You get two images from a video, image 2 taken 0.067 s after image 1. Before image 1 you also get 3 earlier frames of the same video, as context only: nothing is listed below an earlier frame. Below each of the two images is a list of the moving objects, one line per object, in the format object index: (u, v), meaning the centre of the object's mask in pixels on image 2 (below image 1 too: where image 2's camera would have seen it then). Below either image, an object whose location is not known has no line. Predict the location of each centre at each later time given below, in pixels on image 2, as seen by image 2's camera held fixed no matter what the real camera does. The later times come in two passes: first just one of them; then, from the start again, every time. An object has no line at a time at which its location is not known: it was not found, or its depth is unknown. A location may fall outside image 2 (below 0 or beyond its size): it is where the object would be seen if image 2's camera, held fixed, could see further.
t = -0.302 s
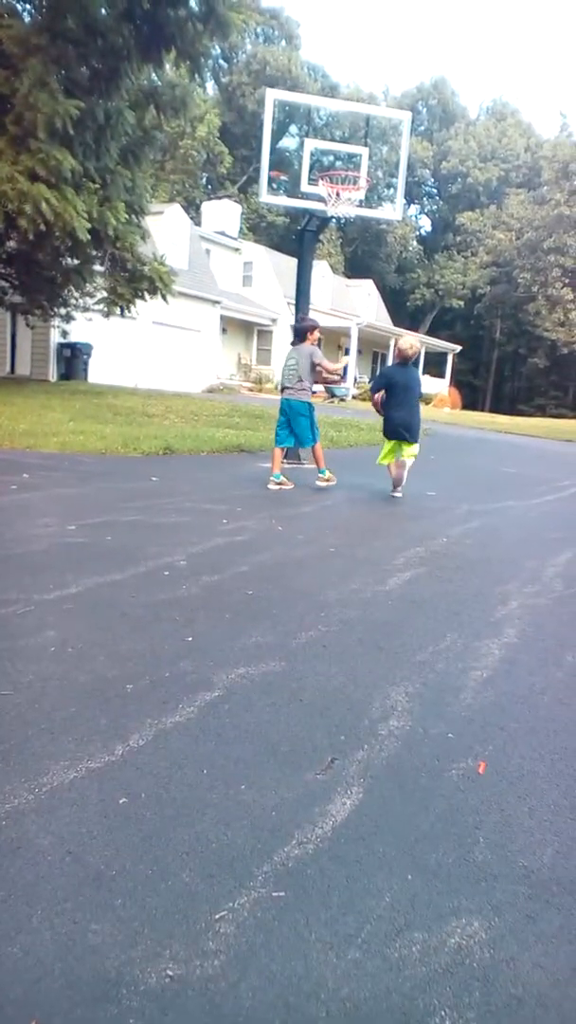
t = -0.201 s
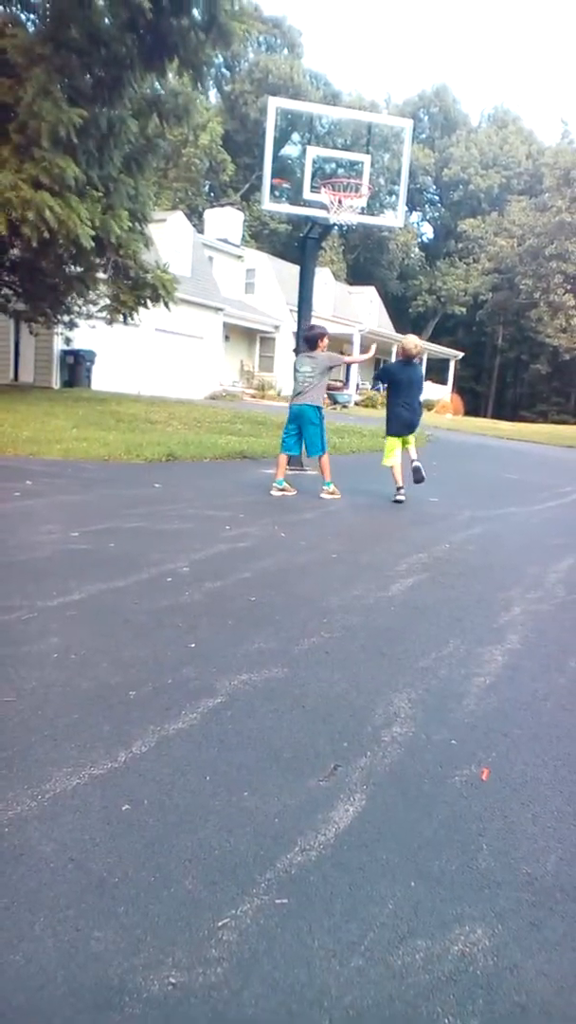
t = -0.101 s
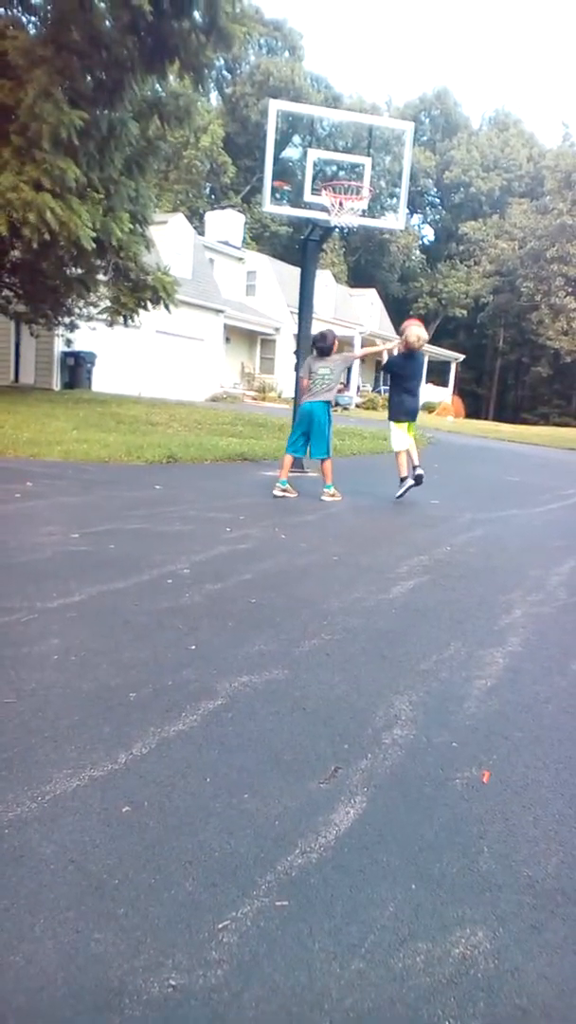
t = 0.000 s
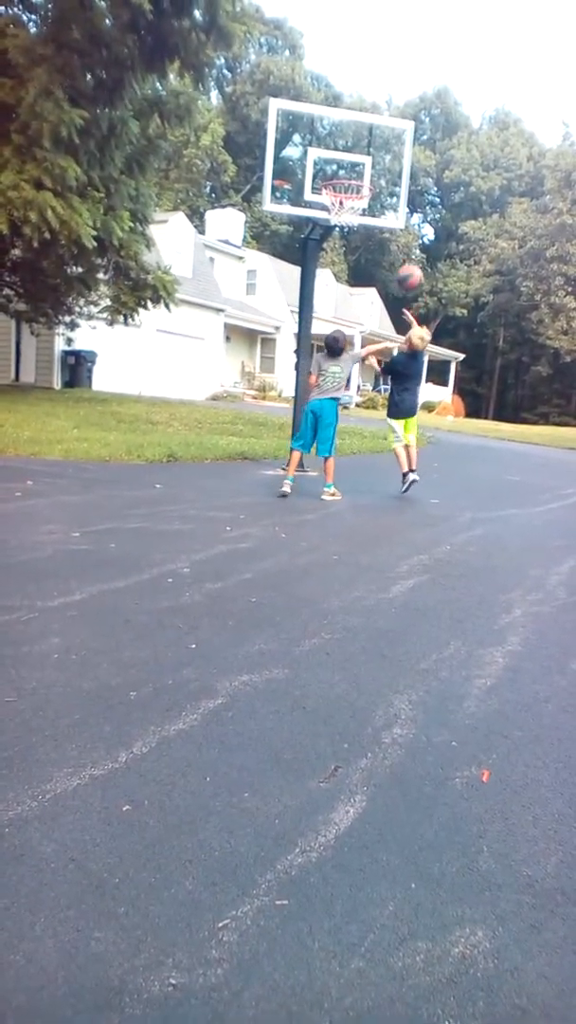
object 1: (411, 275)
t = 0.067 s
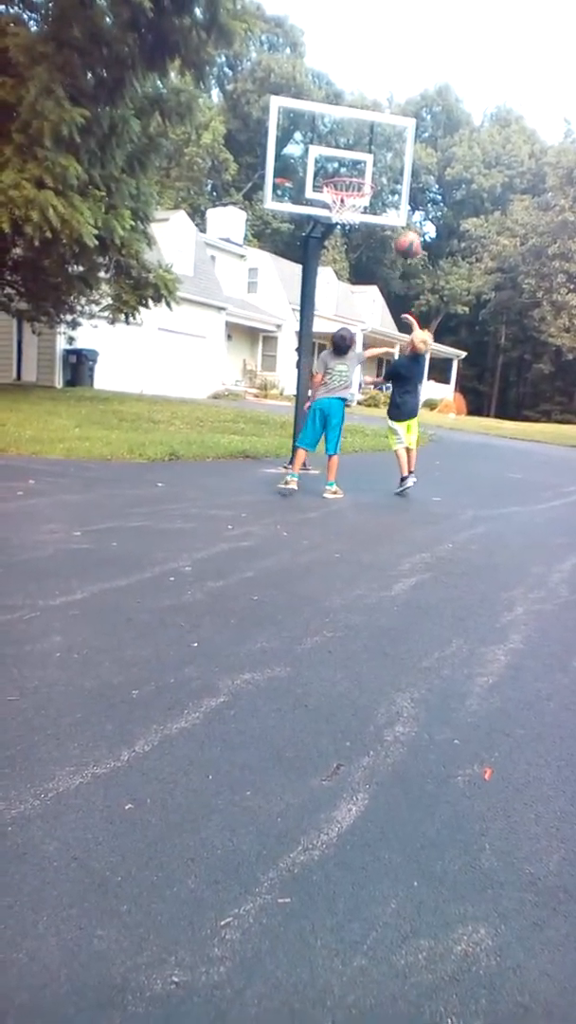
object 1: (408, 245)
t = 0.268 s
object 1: (395, 183)
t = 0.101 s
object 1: (405, 232)
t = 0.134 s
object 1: (404, 219)
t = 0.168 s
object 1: (403, 208)
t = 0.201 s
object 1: (399, 198)
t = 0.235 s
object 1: (397, 190)
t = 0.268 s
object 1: (395, 183)
